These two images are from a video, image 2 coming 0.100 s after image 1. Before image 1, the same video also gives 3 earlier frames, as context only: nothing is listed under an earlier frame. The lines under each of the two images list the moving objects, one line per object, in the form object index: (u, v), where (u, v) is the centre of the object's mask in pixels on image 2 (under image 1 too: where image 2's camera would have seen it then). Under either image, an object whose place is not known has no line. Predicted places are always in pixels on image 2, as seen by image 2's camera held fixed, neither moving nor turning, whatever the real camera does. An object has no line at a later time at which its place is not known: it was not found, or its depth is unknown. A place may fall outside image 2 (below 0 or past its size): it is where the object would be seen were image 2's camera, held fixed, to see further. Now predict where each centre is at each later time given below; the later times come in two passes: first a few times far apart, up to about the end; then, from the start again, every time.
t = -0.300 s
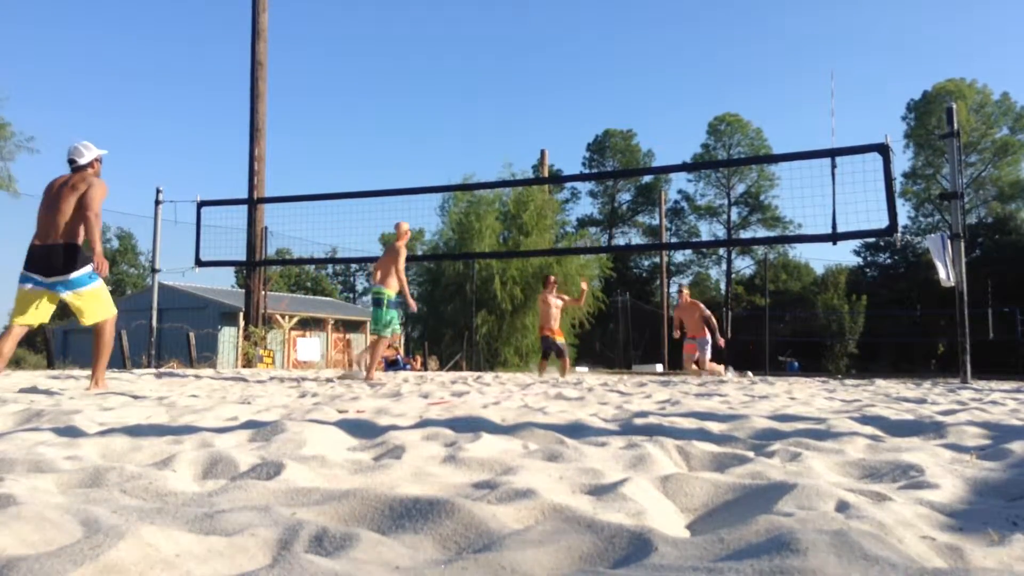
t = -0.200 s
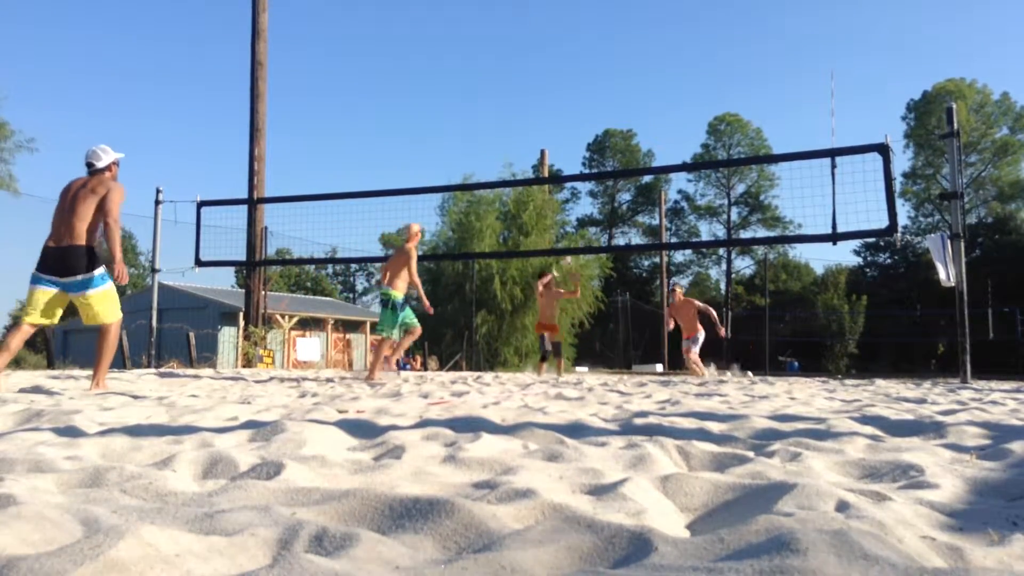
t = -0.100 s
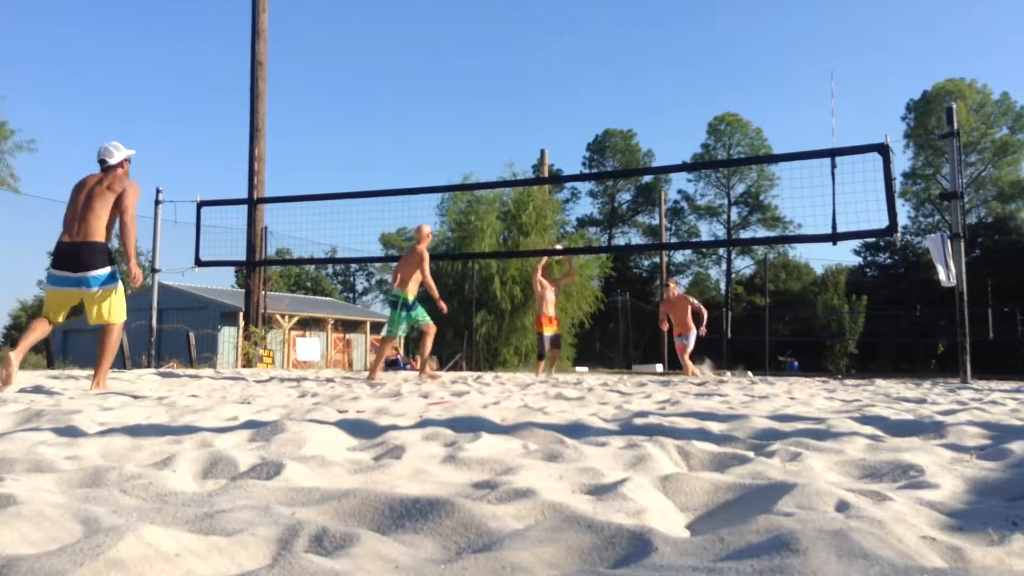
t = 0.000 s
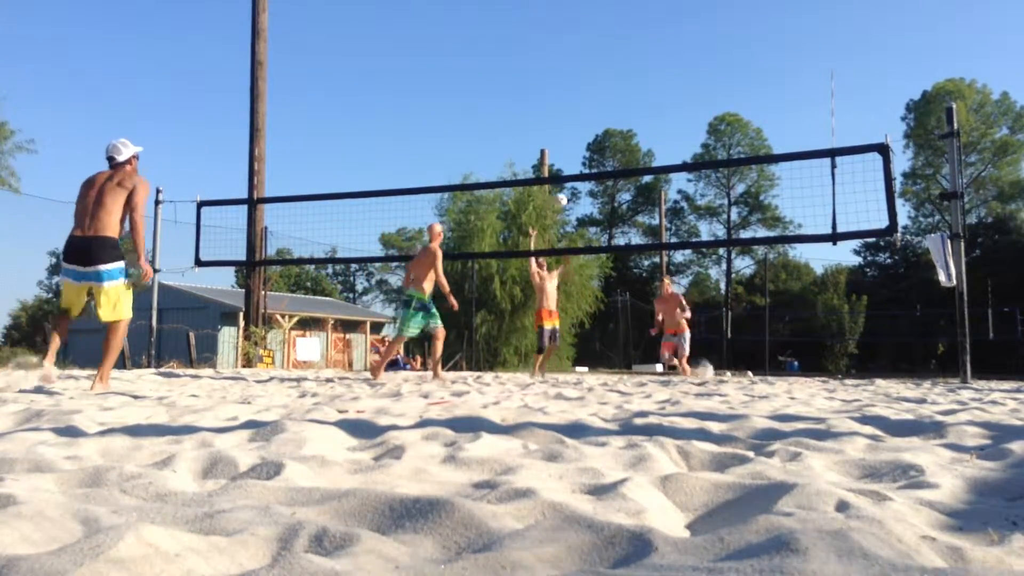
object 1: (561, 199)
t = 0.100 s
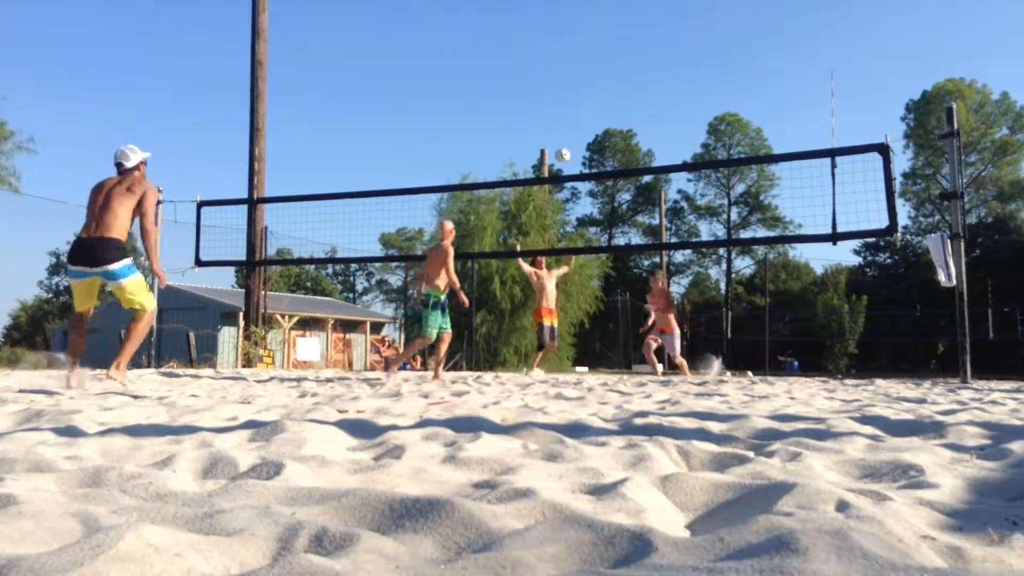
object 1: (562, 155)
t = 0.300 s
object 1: (569, 82)
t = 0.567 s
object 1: (579, 23)
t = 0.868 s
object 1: (591, 12)
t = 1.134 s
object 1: (604, 56)
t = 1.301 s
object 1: (614, 112)
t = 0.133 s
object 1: (564, 141)
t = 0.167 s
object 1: (565, 128)
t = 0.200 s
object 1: (566, 116)
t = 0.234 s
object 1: (567, 104)
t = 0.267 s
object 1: (568, 93)
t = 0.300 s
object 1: (569, 82)
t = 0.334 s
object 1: (571, 72)
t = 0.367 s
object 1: (572, 63)
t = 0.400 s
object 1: (573, 55)
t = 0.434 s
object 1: (574, 47)
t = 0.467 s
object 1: (575, 40)
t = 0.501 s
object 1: (577, 34)
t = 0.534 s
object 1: (578, 28)
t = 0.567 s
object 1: (579, 23)
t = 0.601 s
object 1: (580, 18)
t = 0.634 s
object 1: (582, 15)
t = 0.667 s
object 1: (583, 12)
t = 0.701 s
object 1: (584, 10)
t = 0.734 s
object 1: (586, 9)
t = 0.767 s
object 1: (587, 9)
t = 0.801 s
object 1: (588, 9)
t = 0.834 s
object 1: (590, 10)
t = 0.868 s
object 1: (591, 12)
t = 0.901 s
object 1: (593, 15)
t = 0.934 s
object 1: (594, 18)
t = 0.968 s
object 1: (596, 22)
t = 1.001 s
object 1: (597, 28)
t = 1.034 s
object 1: (599, 34)
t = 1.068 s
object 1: (600, 41)
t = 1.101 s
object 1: (602, 48)
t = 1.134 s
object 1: (604, 56)
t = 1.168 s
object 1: (606, 66)
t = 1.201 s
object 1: (608, 77)
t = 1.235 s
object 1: (610, 88)
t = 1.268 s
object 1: (612, 100)
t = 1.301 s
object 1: (614, 112)
